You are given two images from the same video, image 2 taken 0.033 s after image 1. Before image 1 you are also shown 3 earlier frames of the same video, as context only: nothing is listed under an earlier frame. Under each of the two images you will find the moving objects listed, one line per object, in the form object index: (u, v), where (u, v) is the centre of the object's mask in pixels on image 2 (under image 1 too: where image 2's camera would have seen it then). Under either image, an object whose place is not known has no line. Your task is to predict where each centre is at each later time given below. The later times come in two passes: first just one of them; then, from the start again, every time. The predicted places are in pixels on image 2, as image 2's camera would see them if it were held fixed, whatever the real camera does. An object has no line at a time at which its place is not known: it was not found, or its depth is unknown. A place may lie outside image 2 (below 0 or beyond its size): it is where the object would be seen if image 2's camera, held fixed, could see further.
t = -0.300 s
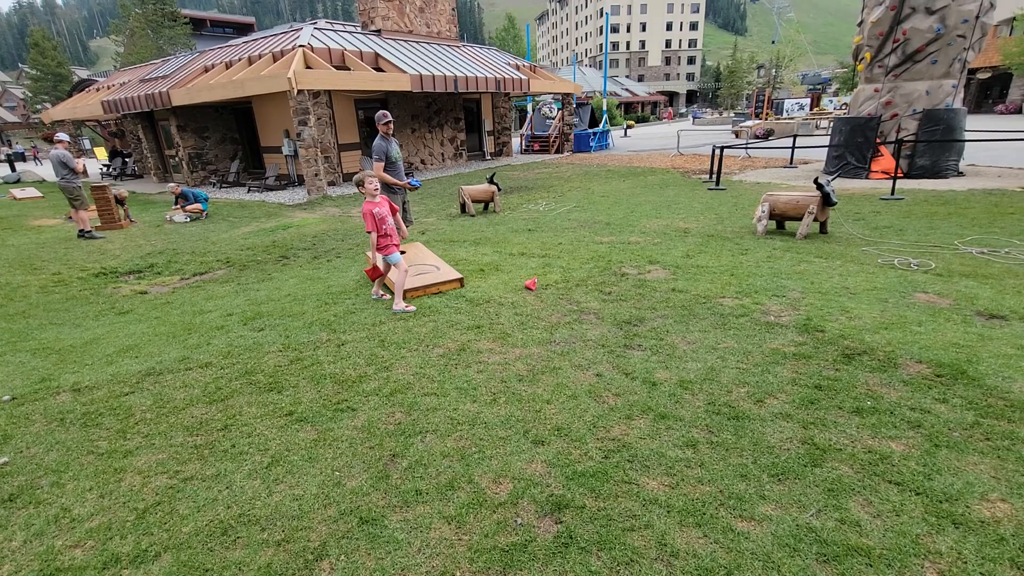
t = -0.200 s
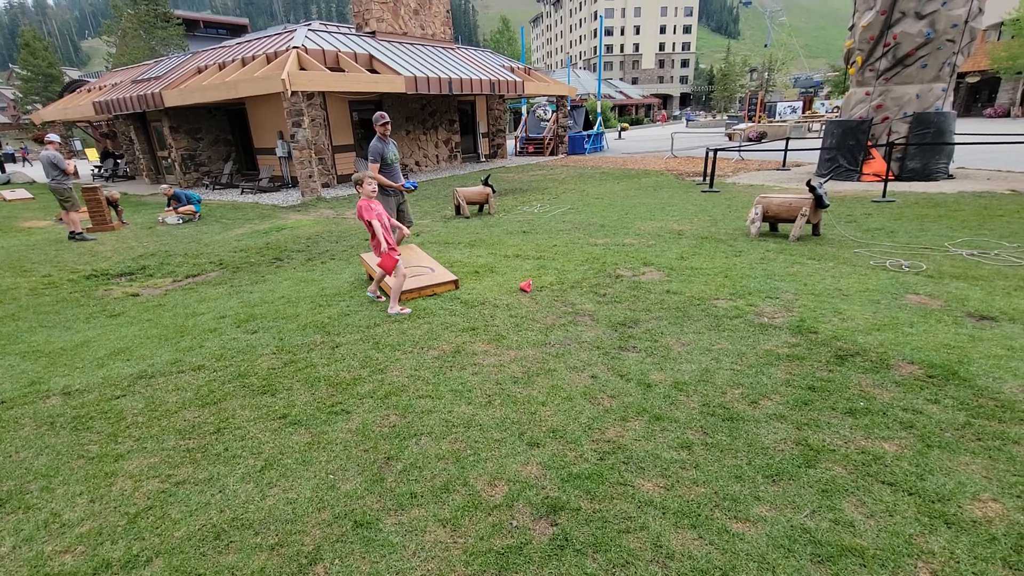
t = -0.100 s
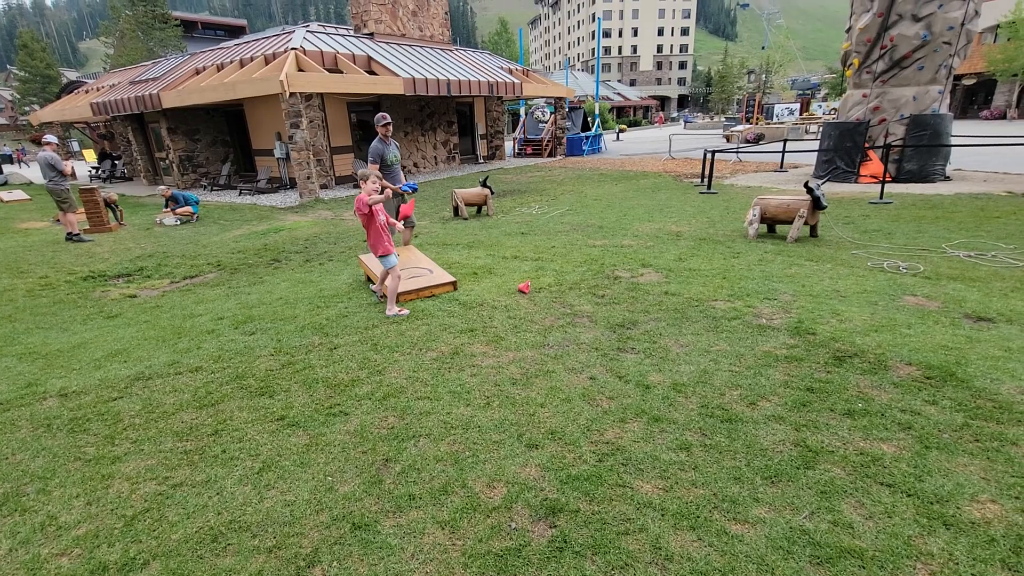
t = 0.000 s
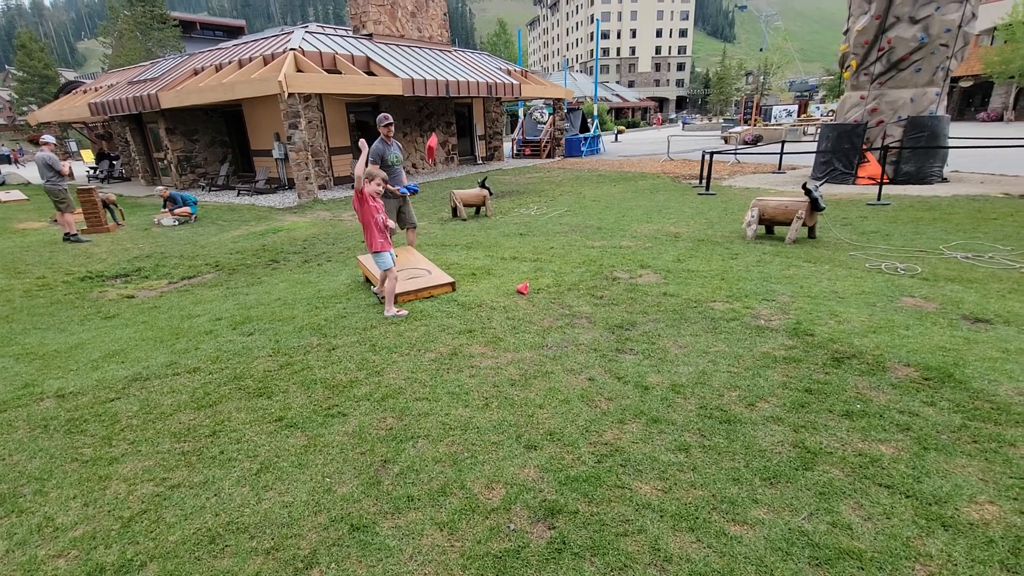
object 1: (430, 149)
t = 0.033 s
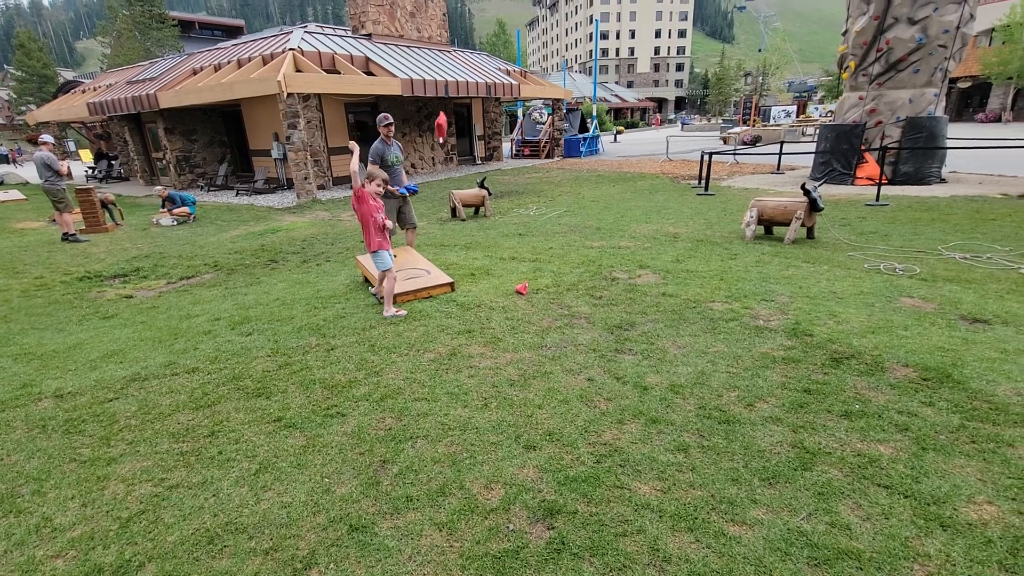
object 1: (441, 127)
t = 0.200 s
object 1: (515, 24)
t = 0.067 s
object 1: (453, 106)
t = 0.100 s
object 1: (465, 84)
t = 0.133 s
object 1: (481, 64)
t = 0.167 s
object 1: (497, 44)
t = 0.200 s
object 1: (515, 24)
